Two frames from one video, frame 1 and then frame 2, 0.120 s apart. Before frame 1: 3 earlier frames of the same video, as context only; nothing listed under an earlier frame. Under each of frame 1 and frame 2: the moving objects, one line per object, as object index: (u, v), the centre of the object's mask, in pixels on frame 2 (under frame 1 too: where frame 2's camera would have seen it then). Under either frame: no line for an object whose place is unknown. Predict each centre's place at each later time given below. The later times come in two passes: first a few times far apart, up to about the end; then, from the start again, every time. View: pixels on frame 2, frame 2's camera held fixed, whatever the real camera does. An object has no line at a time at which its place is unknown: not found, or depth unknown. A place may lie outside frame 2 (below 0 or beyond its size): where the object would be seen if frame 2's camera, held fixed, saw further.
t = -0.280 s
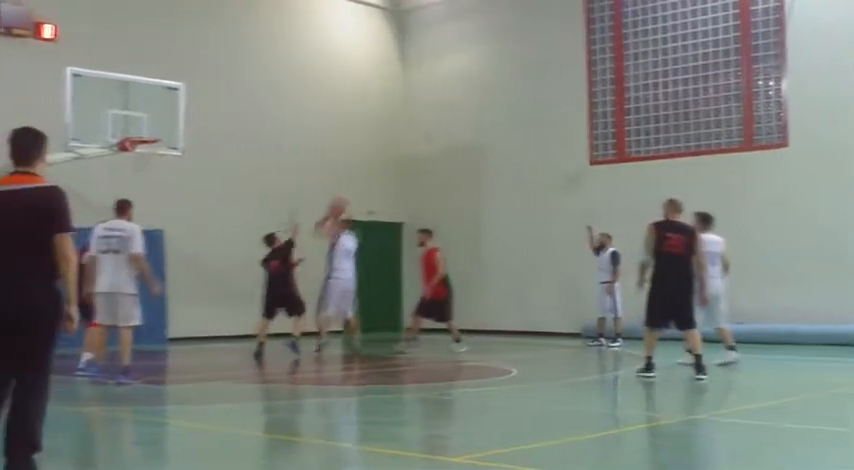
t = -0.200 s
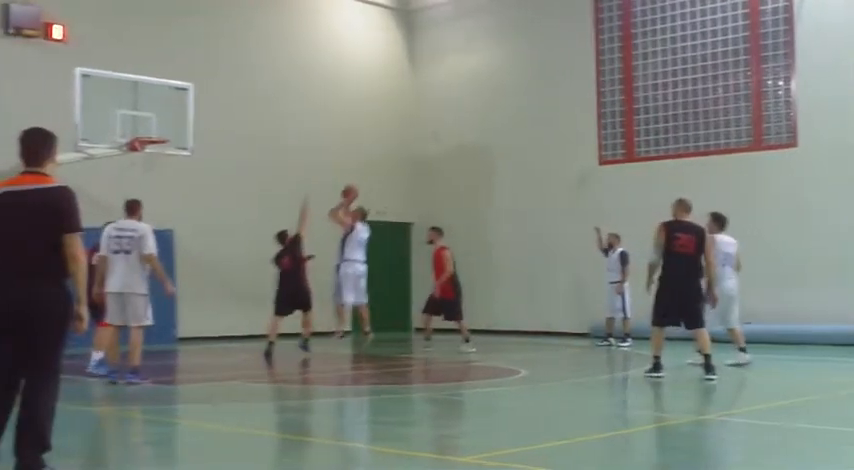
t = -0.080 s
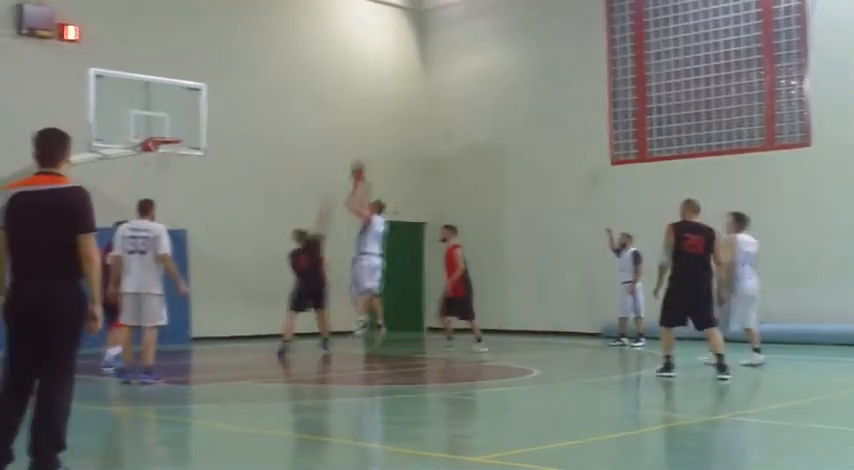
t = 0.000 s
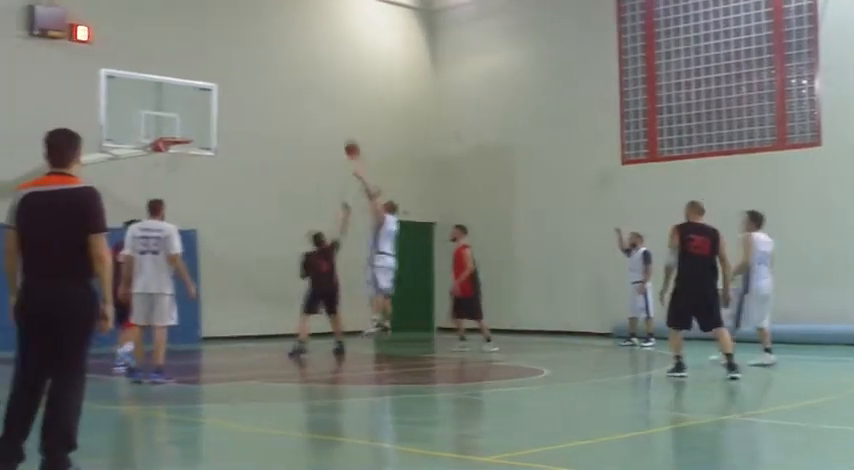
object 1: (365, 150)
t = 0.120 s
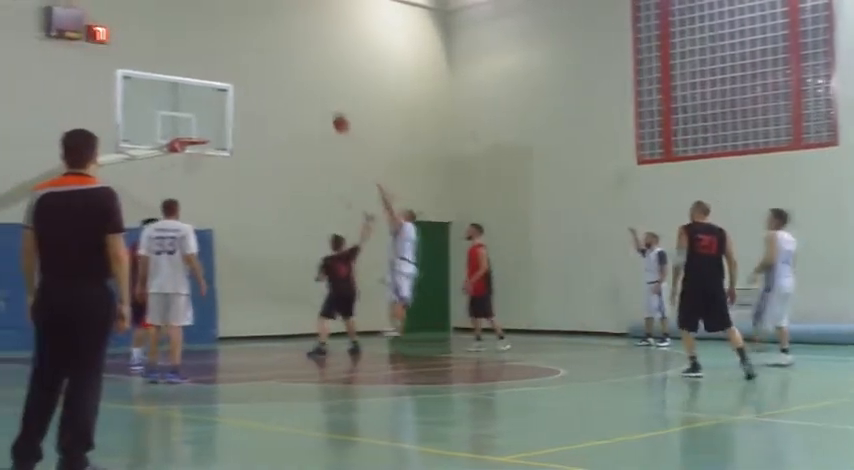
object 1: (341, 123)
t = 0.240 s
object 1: (315, 106)
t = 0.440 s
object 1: (270, 94)
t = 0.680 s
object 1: (214, 117)
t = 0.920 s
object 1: (202, 136)
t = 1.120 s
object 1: (188, 131)
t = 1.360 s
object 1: (191, 128)
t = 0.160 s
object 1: (331, 115)
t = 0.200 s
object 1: (322, 109)
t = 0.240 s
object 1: (315, 106)
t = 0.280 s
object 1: (307, 102)
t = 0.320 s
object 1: (298, 98)
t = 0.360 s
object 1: (288, 95)
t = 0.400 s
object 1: (279, 94)
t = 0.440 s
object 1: (270, 94)
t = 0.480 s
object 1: (262, 96)
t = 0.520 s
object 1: (253, 98)
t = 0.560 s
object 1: (242, 102)
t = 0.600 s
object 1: (233, 106)
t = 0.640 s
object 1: (223, 111)
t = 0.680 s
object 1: (214, 117)
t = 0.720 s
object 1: (203, 125)
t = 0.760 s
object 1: (196, 132)
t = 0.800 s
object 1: (192, 133)
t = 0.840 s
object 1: (192, 133)
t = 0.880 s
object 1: (198, 134)
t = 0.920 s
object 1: (202, 136)
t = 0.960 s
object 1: (202, 136)
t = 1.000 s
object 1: (200, 135)
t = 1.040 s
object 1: (196, 134)
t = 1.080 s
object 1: (192, 133)
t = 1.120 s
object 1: (188, 131)
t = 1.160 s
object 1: (187, 132)
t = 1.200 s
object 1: (186, 132)
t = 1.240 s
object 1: (187, 131)
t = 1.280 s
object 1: (187, 129)
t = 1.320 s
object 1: (189, 128)
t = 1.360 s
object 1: (191, 128)
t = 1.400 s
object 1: (194, 128)
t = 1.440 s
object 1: (196, 128)
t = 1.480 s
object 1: (198, 128)
